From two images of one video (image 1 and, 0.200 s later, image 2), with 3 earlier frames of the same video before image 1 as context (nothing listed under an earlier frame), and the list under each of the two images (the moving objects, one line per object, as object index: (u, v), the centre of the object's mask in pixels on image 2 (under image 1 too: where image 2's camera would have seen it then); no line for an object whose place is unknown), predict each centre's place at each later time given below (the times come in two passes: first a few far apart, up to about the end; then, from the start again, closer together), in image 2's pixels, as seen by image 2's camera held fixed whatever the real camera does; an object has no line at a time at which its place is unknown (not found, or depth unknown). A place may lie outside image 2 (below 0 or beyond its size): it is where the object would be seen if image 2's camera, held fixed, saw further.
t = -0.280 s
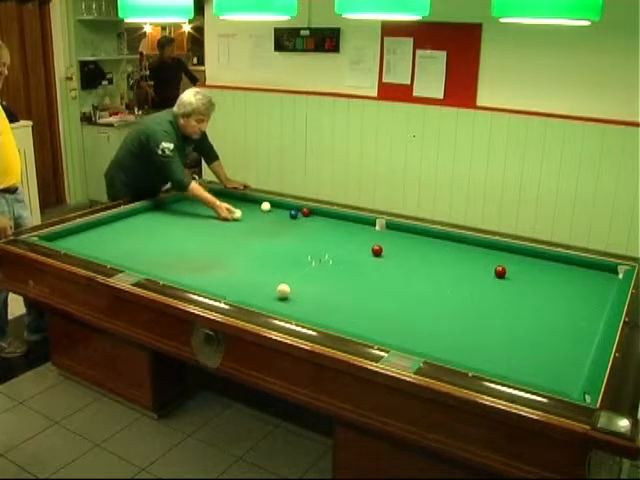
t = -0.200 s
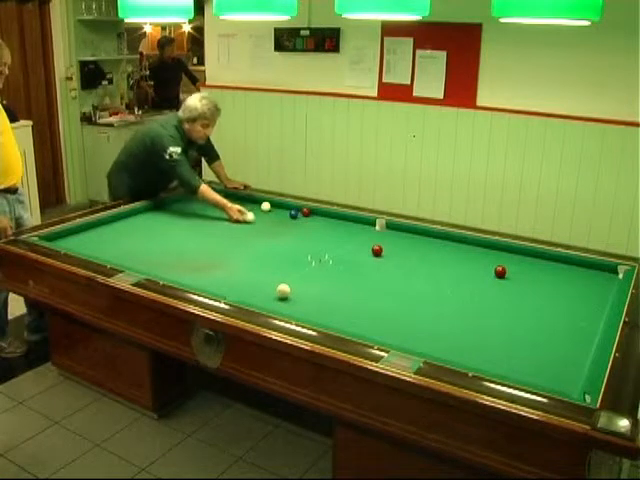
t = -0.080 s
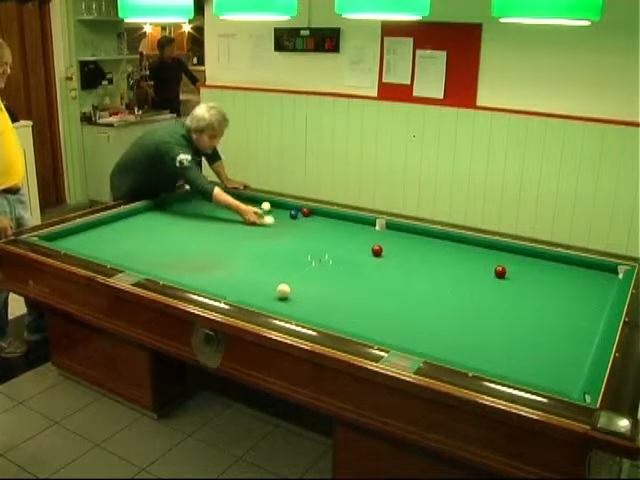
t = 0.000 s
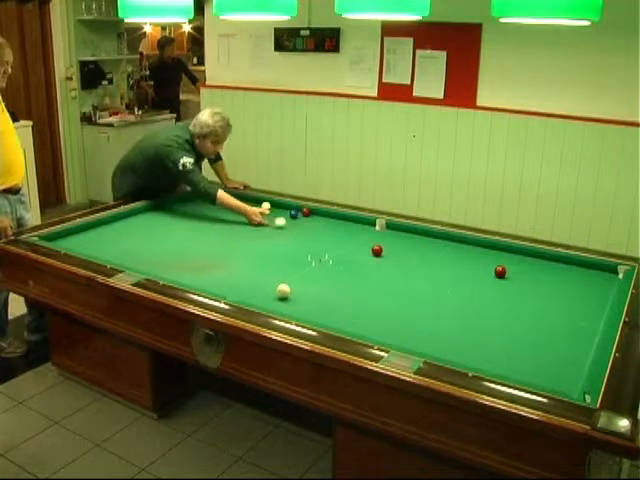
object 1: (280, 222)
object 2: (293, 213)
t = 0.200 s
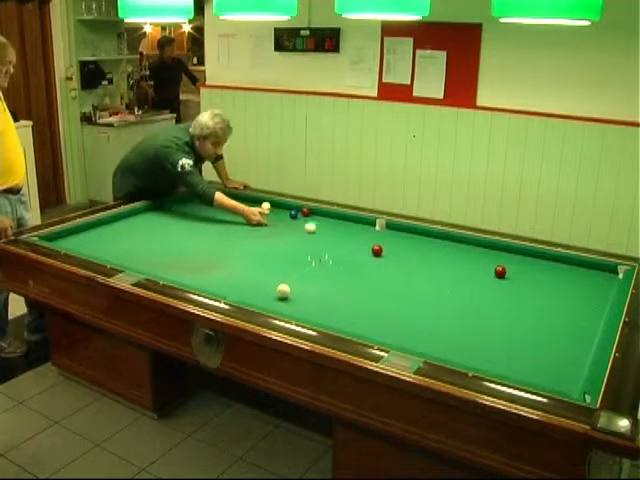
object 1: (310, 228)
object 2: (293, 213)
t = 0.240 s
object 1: (316, 229)
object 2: (293, 213)
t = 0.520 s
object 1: (359, 235)
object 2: (293, 213)
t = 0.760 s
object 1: (398, 242)
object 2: (293, 213)
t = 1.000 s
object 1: (438, 249)
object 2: (293, 213)
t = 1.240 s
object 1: (480, 256)
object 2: (293, 213)
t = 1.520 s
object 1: (529, 264)
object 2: (293, 214)
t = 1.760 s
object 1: (572, 271)
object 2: (293, 214)
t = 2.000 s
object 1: (614, 278)
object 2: (293, 214)
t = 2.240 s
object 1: (586, 272)
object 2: (293, 214)
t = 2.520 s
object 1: (557, 265)
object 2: (293, 214)
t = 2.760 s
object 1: (534, 260)
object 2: (293, 214)
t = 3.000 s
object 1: (512, 254)
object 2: (293, 214)
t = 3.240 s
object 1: (491, 249)
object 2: (293, 214)
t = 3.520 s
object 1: (468, 244)
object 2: (293, 214)
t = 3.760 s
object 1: (449, 240)
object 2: (293, 214)
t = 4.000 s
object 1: (432, 236)
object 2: (293, 214)
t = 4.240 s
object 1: (416, 232)
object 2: (293, 214)
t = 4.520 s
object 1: (397, 229)
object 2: (293, 214)
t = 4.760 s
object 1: (382, 226)
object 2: (293, 214)
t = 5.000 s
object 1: (368, 223)
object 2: (293, 214)
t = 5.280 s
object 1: (351, 220)
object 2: (293, 214)
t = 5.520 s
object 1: (338, 218)
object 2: (293, 213)
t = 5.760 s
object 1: (325, 216)
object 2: (293, 213)
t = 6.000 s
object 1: (313, 215)
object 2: (293, 213)
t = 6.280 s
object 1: (303, 214)
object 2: (293, 213)
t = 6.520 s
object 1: (300, 214)
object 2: (289, 213)
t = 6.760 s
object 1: (299, 214)
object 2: (285, 214)
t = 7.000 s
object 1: (298, 214)
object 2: (281, 213)
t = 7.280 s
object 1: (296, 214)
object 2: (276, 213)
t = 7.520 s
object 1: (296, 215)
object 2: (274, 212)
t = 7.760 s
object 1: (296, 215)
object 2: (271, 213)
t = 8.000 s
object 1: (296, 215)
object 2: (269, 213)
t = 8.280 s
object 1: (296, 215)
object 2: (267, 213)
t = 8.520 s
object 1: (296, 215)
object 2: (267, 213)
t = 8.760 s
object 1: (296, 215)
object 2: (266, 213)
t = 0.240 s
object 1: (316, 229)
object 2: (293, 213)
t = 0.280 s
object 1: (322, 229)
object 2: (293, 213)
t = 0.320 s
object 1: (328, 231)
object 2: (293, 213)
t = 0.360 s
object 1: (335, 232)
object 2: (293, 213)
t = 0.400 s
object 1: (341, 233)
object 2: (293, 213)
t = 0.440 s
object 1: (346, 234)
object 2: (293, 213)
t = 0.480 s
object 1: (353, 235)
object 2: (293, 213)
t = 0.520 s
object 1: (359, 235)
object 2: (293, 213)
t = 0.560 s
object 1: (365, 236)
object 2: (293, 213)
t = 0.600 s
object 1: (372, 237)
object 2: (293, 213)
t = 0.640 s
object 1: (378, 238)
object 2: (293, 213)
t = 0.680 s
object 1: (385, 240)
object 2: (293, 213)
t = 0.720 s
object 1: (392, 241)
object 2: (293, 213)
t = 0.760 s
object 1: (398, 242)
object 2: (293, 213)
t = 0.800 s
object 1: (405, 244)
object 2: (293, 213)
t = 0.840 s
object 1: (412, 244)
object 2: (293, 213)
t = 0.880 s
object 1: (419, 246)
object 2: (293, 213)
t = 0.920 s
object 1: (425, 246)
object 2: (293, 213)
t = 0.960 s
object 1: (432, 248)
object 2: (293, 213)
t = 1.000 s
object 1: (438, 249)
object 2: (293, 213)
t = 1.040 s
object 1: (446, 249)
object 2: (293, 213)
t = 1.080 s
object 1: (452, 251)
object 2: (293, 213)
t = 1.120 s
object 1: (459, 252)
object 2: (293, 213)
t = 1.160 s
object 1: (466, 253)
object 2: (293, 213)
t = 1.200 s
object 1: (472, 254)
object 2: (293, 213)
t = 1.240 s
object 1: (480, 256)
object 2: (293, 213)
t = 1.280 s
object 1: (486, 257)
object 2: (293, 213)
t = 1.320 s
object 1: (494, 258)
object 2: (293, 213)
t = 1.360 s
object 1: (500, 260)
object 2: (293, 213)
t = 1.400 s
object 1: (508, 260)
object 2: (293, 213)
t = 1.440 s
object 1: (515, 262)
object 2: (293, 213)
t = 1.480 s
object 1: (522, 263)
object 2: (293, 214)
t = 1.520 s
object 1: (529, 264)
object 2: (293, 214)
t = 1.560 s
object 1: (536, 265)
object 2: (293, 214)
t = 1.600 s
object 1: (543, 266)
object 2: (293, 214)
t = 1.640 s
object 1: (551, 268)
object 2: (293, 214)
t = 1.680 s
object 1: (558, 269)
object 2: (293, 214)
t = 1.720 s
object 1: (565, 270)
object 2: (293, 214)
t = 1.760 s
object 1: (572, 271)
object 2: (293, 214)
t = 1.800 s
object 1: (579, 273)
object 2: (293, 214)
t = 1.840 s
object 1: (587, 274)
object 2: (293, 214)
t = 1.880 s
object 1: (594, 275)
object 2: (293, 214)
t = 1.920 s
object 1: (601, 276)
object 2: (293, 214)
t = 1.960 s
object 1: (609, 277)
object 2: (293, 214)
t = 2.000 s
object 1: (614, 278)
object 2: (293, 214)
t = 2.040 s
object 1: (608, 277)
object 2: (293, 214)
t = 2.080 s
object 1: (603, 276)
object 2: (293, 214)
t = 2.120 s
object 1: (599, 275)
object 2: (293, 214)
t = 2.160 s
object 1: (595, 274)
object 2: (293, 214)
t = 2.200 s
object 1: (590, 273)
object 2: (293, 214)
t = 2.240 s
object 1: (586, 272)
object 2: (293, 214)
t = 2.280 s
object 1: (582, 271)
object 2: (293, 214)
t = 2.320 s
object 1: (578, 270)
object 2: (293, 214)
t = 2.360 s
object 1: (573, 269)
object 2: (293, 214)
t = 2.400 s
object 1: (569, 268)
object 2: (293, 214)
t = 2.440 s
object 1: (565, 267)
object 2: (293, 214)
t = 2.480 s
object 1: (561, 266)
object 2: (293, 214)
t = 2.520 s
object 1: (557, 265)
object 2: (293, 214)
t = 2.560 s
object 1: (553, 264)
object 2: (293, 214)
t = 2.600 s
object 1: (549, 263)
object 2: (293, 214)
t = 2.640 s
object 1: (545, 263)
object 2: (293, 214)
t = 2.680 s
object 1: (542, 262)
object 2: (293, 214)
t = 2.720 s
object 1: (538, 261)
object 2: (293, 214)
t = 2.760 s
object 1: (534, 260)
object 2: (293, 214)
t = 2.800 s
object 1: (530, 259)
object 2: (293, 214)
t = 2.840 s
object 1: (526, 258)
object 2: (293, 214)
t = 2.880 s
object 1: (523, 257)
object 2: (293, 214)
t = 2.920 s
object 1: (519, 256)
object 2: (293, 214)
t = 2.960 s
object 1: (516, 255)
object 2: (293, 214)
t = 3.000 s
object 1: (512, 254)
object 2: (293, 214)
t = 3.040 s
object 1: (508, 253)
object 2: (293, 214)
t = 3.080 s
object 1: (505, 253)
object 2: (293, 214)
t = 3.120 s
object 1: (501, 251)
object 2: (293, 214)
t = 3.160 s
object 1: (498, 250)
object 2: (293, 214)
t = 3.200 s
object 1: (494, 250)
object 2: (293, 214)
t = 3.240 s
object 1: (491, 249)
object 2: (293, 214)
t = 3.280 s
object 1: (488, 249)
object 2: (293, 214)
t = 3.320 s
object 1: (484, 248)
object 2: (293, 214)
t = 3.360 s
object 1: (481, 247)
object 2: (293, 214)
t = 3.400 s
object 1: (478, 247)
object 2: (293, 214)
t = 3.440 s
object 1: (474, 246)
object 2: (293, 214)
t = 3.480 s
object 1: (472, 245)
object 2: (293, 214)
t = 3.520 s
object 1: (468, 244)
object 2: (293, 214)
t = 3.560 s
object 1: (465, 244)
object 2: (293, 214)
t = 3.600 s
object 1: (462, 243)
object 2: (293, 214)
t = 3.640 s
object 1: (459, 242)
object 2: (293, 214)
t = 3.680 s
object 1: (455, 242)
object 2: (293, 214)
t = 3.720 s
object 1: (453, 241)
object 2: (293, 214)
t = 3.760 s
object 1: (449, 240)
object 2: (293, 214)
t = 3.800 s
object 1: (446, 239)
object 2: (293, 214)
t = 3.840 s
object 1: (443, 239)
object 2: (293, 214)
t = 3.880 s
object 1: (441, 238)
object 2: (293, 214)
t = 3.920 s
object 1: (438, 238)
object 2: (293, 214)
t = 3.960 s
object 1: (435, 237)
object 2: (293, 214)
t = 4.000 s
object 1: (432, 236)
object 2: (293, 214)
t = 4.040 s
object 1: (429, 236)
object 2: (293, 214)
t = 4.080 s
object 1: (426, 235)
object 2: (293, 214)
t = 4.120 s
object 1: (423, 234)
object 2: (293, 213)
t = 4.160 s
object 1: (421, 233)
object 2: (293, 214)
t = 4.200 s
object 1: (418, 233)
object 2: (293, 214)
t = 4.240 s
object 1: (416, 232)
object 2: (293, 214)
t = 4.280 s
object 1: (413, 232)
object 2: (293, 214)
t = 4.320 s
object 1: (410, 231)
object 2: (293, 214)
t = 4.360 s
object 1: (407, 231)
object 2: (293, 214)
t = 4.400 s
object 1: (405, 230)
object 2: (293, 214)
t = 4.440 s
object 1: (402, 229)
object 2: (293, 214)
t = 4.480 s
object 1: (400, 229)
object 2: (293, 214)
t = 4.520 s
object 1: (397, 229)
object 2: (293, 214)
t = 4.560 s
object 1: (394, 228)
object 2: (293, 214)
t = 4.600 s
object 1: (392, 227)
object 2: (293, 214)
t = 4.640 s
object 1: (389, 227)
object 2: (293, 214)
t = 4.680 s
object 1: (387, 226)
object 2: (293, 214)
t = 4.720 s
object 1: (385, 226)
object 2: (293, 214)
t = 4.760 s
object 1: (382, 226)
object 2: (293, 214)
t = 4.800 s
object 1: (380, 225)
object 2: (293, 214)
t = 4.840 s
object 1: (378, 225)
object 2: (293, 214)
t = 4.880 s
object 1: (374, 225)
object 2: (293, 214)
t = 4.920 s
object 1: (372, 224)
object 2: (293, 214)
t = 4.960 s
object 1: (370, 223)
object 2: (293, 214)
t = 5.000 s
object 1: (368, 223)
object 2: (293, 214)
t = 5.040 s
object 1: (365, 222)
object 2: (293, 214)
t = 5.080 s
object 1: (362, 222)
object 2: (293, 214)
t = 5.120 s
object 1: (360, 222)
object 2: (293, 214)
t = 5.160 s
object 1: (358, 222)
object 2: (293, 214)
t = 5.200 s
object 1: (356, 221)
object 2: (293, 214)
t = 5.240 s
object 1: (354, 221)
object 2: (293, 214)
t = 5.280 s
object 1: (351, 220)
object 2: (293, 214)
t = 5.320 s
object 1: (349, 220)
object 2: (293, 214)
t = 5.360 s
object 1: (346, 219)
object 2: (293, 214)
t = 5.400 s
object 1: (345, 219)
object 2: (293, 214)
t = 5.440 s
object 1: (342, 219)
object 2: (293, 213)
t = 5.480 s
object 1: (340, 219)
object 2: (293, 213)
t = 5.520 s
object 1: (338, 218)
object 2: (293, 213)
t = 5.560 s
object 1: (336, 218)
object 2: (293, 213)
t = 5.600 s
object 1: (334, 217)
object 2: (293, 213)
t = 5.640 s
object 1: (332, 217)
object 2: (293, 213)
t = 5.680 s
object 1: (330, 217)
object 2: (293, 213)
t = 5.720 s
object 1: (327, 217)
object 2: (293, 213)
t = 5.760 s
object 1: (325, 216)
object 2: (293, 213)
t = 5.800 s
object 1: (323, 216)
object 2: (293, 213)
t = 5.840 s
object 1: (321, 216)
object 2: (293, 213)
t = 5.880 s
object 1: (319, 215)
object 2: (293, 213)
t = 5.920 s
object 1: (318, 215)
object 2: (293, 213)
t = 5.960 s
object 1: (316, 215)
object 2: (293, 213)
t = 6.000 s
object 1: (313, 215)
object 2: (293, 213)
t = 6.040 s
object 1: (312, 214)
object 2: (293, 213)
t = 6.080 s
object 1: (310, 214)
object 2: (293, 213)
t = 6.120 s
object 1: (308, 214)
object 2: (293, 213)
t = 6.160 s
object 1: (307, 214)
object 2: (293, 213)
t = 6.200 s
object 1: (306, 214)
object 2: (293, 213)
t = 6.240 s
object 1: (304, 214)
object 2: (293, 213)
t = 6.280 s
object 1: (303, 214)
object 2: (293, 213)
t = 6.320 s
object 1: (302, 214)
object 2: (292, 213)
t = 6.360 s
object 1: (302, 214)
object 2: (292, 213)
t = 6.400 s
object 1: (301, 214)
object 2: (291, 214)
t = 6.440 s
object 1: (301, 214)
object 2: (291, 214)
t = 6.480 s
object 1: (300, 214)
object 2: (290, 213)
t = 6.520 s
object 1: (300, 214)
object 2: (289, 213)
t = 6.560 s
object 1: (300, 214)
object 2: (289, 213)
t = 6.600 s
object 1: (300, 214)
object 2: (288, 214)
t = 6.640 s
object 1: (300, 214)
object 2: (287, 213)
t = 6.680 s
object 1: (299, 214)
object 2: (286, 214)
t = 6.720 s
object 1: (299, 214)
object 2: (285, 214)
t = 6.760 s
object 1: (299, 214)
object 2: (285, 214)
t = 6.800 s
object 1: (298, 214)
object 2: (284, 214)
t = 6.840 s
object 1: (298, 214)
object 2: (284, 214)
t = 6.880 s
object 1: (298, 214)
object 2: (282, 213)
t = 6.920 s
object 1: (298, 214)
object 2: (282, 214)
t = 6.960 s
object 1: (298, 214)
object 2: (281, 213)
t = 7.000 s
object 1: (298, 214)
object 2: (281, 213)
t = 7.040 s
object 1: (297, 214)
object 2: (280, 213)
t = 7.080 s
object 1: (297, 214)
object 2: (279, 213)
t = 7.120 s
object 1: (297, 214)
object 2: (278, 213)
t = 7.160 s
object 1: (297, 214)
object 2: (278, 213)
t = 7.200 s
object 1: (296, 214)
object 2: (277, 213)
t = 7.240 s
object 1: (296, 214)
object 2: (277, 213)
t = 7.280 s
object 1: (296, 214)
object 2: (276, 213)
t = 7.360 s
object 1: (296, 215)
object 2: (275, 212)
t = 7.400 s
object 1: (296, 215)
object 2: (275, 212)
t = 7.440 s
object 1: (296, 215)
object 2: (275, 212)
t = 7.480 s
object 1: (296, 215)
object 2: (275, 212)
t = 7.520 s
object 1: (296, 215)
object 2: (274, 212)
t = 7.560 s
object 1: (296, 215)
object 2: (273, 213)
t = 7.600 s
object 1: (296, 215)
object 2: (273, 213)
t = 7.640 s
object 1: (296, 215)
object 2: (272, 213)
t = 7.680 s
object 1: (296, 215)
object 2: (271, 213)
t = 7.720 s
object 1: (296, 215)
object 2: (271, 213)
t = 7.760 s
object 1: (296, 215)
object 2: (271, 213)
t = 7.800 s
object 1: (296, 215)
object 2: (271, 213)
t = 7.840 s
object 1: (296, 215)
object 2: (270, 213)
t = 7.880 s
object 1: (296, 215)
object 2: (270, 213)
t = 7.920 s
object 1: (296, 215)
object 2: (270, 213)
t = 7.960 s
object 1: (296, 215)
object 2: (269, 213)
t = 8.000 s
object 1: (296, 215)
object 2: (269, 213)
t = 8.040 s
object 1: (296, 215)
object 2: (269, 213)
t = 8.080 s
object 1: (296, 215)
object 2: (269, 213)
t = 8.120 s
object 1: (296, 215)
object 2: (268, 213)
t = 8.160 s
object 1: (296, 215)
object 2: (268, 213)
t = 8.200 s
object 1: (296, 215)
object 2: (267, 213)
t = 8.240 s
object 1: (296, 215)
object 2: (267, 213)
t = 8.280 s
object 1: (296, 215)
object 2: (267, 213)
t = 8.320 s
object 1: (296, 215)
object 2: (267, 213)
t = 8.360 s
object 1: (296, 215)
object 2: (267, 212)
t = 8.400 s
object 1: (296, 215)
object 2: (267, 213)
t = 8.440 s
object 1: (296, 215)
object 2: (267, 212)
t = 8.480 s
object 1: (296, 215)
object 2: (267, 213)
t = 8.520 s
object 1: (296, 215)
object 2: (267, 213)
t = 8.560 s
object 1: (296, 215)
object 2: (267, 213)
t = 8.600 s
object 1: (296, 215)
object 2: (267, 213)
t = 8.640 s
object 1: (296, 215)
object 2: (266, 213)
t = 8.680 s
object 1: (296, 215)
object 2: (266, 213)
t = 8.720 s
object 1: (296, 215)
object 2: (266, 213)
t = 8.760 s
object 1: (296, 215)
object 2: (266, 213)
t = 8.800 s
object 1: (296, 215)
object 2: (266, 213)
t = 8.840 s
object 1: (296, 215)
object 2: (266, 213)
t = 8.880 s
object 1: (296, 215)
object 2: (266, 213)
